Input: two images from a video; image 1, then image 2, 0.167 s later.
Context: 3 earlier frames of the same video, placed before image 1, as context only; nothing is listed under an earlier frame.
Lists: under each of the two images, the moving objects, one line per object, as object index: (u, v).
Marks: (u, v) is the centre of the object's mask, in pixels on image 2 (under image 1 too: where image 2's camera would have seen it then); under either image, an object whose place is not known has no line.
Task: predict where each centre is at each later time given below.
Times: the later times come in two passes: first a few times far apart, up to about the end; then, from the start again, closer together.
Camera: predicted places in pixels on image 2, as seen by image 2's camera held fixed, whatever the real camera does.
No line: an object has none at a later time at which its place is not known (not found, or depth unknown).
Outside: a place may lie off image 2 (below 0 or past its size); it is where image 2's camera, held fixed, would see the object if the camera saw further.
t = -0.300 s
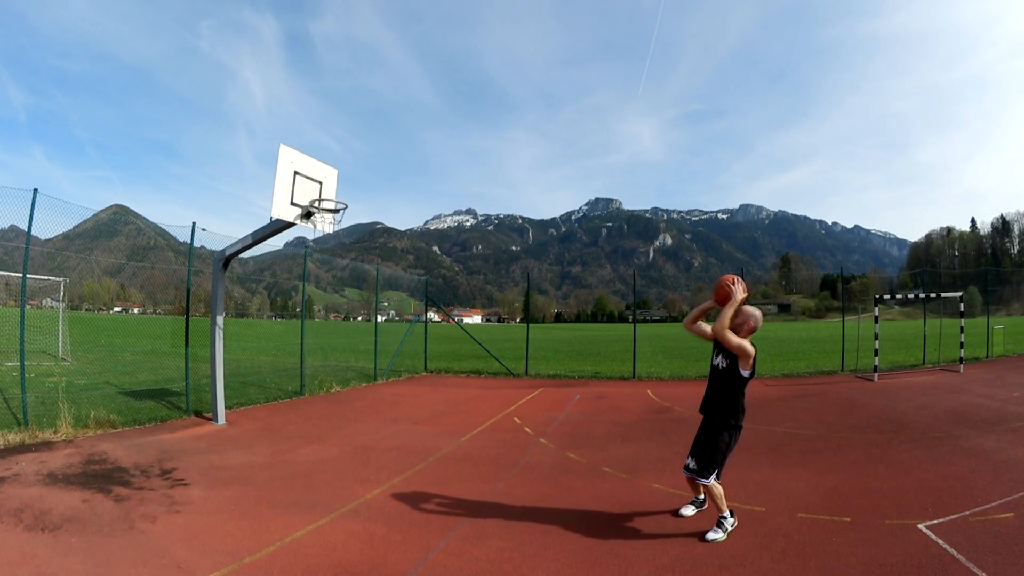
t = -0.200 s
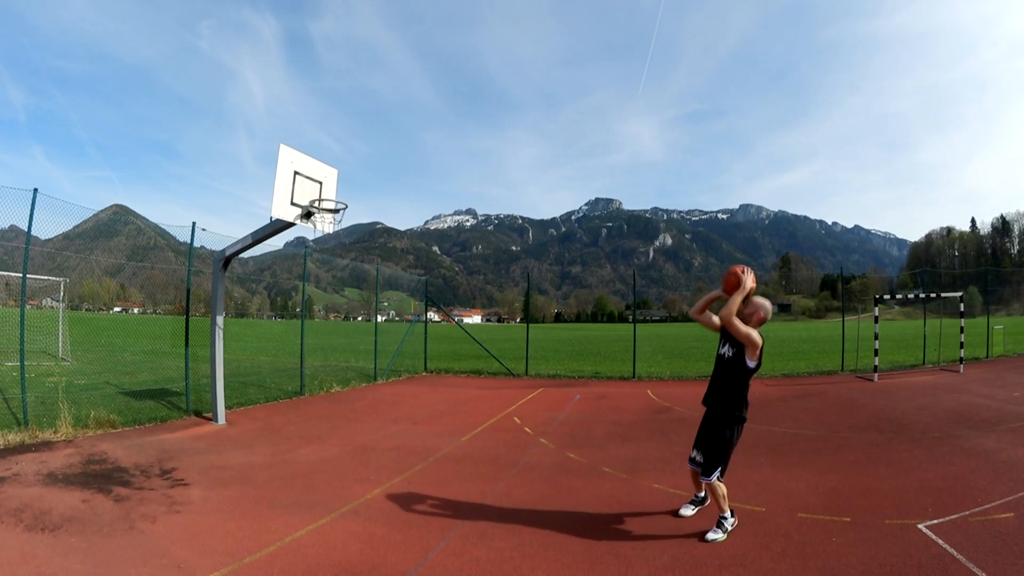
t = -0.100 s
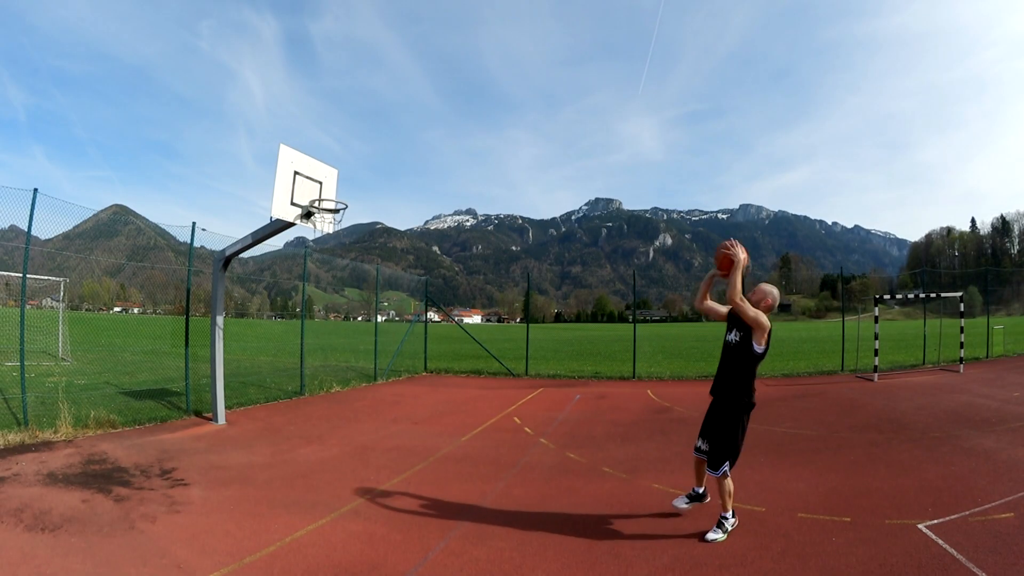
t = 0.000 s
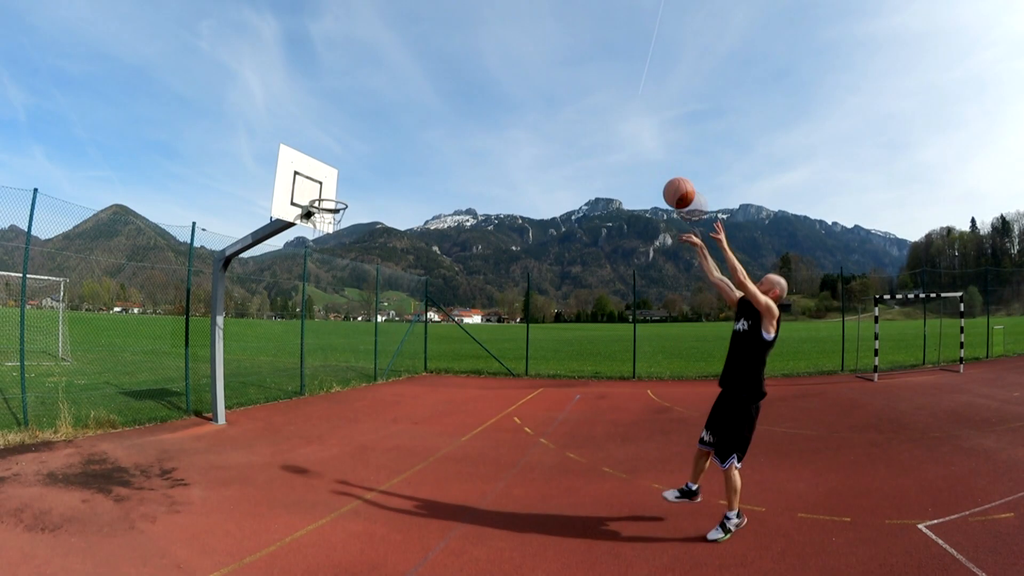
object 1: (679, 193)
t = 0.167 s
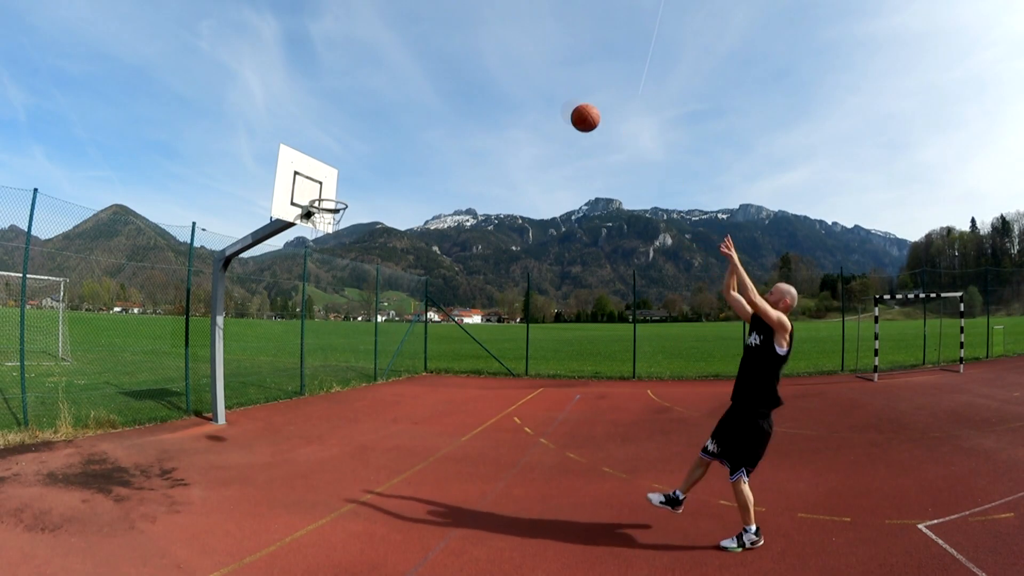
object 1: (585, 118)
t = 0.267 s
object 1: (536, 94)
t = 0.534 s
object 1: (433, 88)
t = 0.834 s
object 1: (345, 150)
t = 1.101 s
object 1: (328, 173)
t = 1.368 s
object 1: (352, 168)
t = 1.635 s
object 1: (375, 204)
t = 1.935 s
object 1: (398, 296)
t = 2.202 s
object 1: (418, 414)
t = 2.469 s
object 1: (424, 327)
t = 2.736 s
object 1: (432, 284)
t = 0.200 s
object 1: (565, 106)
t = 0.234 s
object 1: (550, 100)
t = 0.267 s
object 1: (536, 94)
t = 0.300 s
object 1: (518, 89)
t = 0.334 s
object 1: (506, 85)
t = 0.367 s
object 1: (493, 83)
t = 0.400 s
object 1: (478, 83)
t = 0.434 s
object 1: (469, 83)
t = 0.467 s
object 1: (454, 84)
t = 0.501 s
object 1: (441, 86)
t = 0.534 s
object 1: (433, 88)
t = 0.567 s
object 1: (420, 92)
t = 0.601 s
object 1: (409, 97)
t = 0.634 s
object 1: (401, 102)
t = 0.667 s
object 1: (389, 109)
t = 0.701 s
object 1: (379, 117)
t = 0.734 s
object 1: (372, 122)
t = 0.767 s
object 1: (361, 132)
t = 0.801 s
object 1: (352, 143)
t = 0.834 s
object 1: (345, 150)
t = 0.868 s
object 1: (336, 162)
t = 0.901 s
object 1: (326, 175)
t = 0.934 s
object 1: (321, 184)
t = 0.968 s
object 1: (315, 192)
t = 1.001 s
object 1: (319, 186)
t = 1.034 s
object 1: (322, 181)
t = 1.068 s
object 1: (324, 177)
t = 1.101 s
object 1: (328, 173)
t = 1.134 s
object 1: (330, 171)
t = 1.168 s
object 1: (333, 169)
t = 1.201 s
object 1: (335, 168)
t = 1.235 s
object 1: (338, 167)
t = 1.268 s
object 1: (342, 166)
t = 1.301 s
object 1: (346, 166)
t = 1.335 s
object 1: (349, 167)
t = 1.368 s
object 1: (352, 168)
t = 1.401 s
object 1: (355, 170)
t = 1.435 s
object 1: (358, 172)
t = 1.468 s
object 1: (361, 176)
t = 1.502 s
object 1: (365, 180)
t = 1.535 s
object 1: (367, 185)
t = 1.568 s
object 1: (370, 190)
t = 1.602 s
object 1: (373, 197)
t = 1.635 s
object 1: (375, 204)
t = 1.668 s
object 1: (377, 211)
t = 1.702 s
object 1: (380, 220)
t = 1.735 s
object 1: (383, 229)
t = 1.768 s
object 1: (385, 237)
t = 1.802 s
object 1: (388, 249)
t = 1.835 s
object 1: (391, 259)
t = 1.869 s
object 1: (393, 270)
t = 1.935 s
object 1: (398, 296)
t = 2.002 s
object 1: (403, 325)
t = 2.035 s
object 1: (406, 338)
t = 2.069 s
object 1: (408, 352)
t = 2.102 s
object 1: (411, 371)
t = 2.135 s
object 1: (413, 385)
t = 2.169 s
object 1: (416, 400)
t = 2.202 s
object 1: (418, 414)
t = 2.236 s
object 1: (419, 402)
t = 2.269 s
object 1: (420, 390)
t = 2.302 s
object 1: (420, 376)
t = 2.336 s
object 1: (421, 365)
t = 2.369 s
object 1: (422, 355)
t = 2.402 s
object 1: (423, 343)
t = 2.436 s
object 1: (423, 336)
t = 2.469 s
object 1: (424, 327)
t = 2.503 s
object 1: (425, 318)
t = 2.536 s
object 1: (427, 310)
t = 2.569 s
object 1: (427, 306)
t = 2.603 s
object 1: (429, 300)
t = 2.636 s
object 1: (429, 294)
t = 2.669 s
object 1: (430, 291)
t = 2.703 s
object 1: (431, 287)
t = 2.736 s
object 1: (432, 284)
